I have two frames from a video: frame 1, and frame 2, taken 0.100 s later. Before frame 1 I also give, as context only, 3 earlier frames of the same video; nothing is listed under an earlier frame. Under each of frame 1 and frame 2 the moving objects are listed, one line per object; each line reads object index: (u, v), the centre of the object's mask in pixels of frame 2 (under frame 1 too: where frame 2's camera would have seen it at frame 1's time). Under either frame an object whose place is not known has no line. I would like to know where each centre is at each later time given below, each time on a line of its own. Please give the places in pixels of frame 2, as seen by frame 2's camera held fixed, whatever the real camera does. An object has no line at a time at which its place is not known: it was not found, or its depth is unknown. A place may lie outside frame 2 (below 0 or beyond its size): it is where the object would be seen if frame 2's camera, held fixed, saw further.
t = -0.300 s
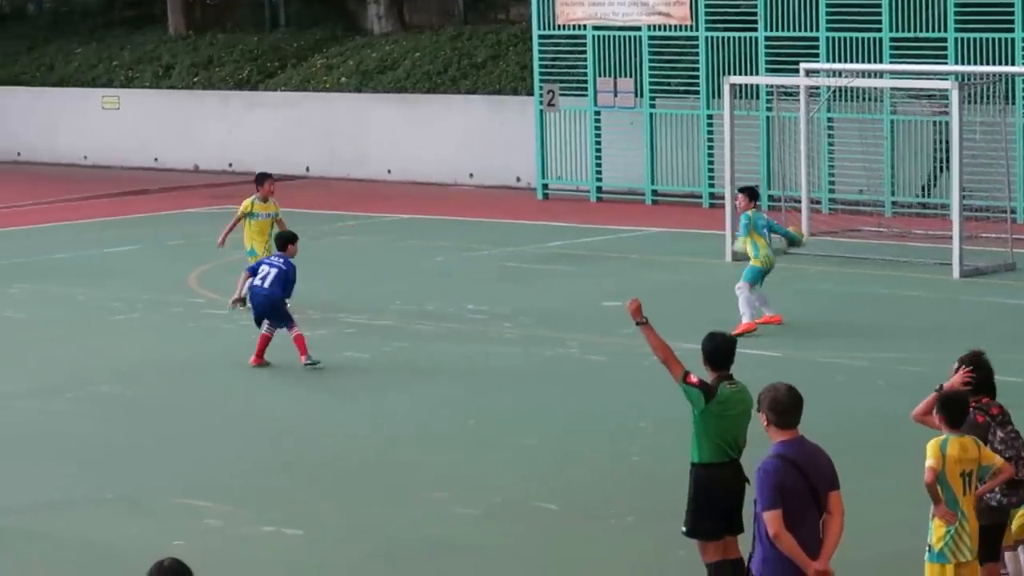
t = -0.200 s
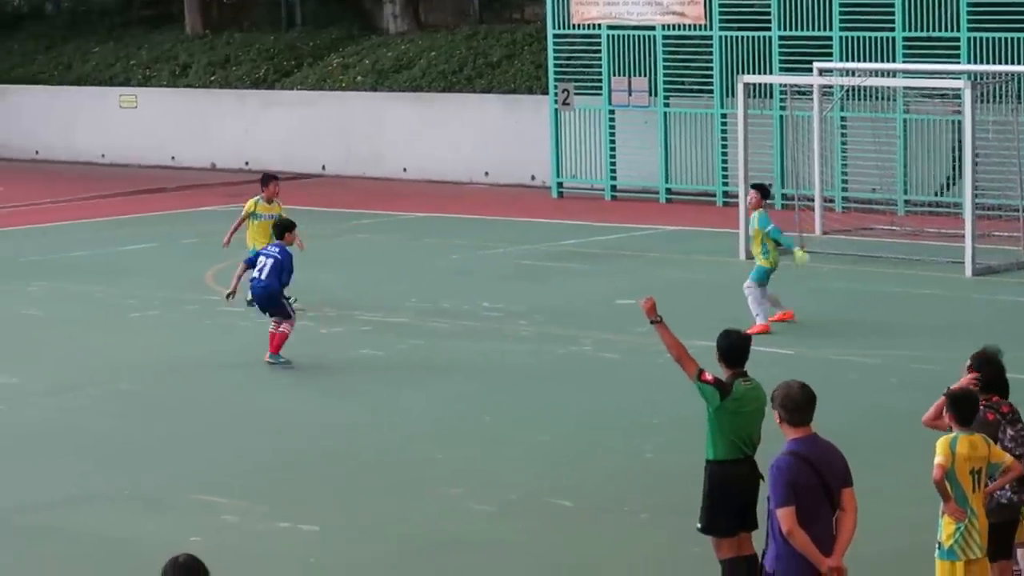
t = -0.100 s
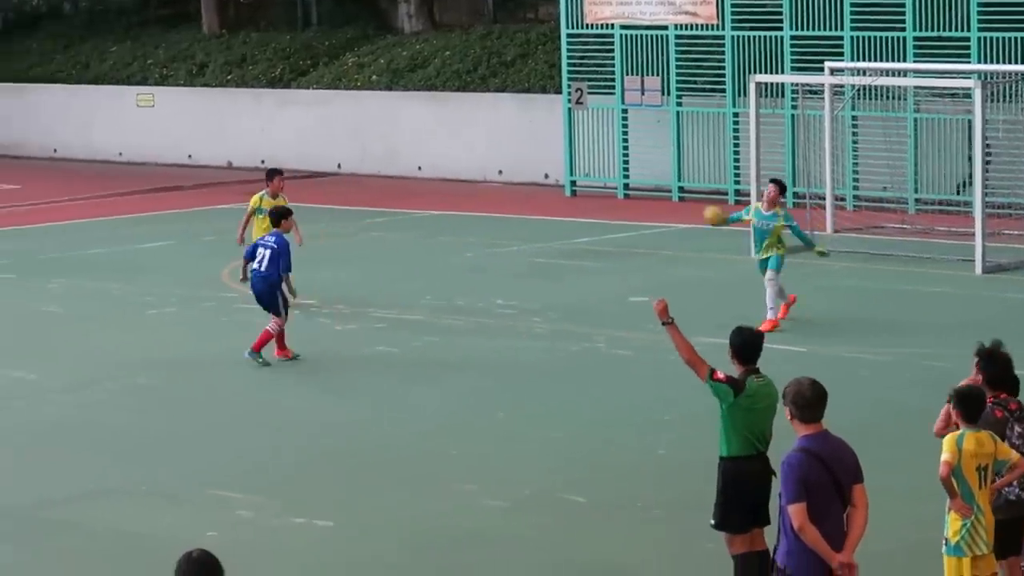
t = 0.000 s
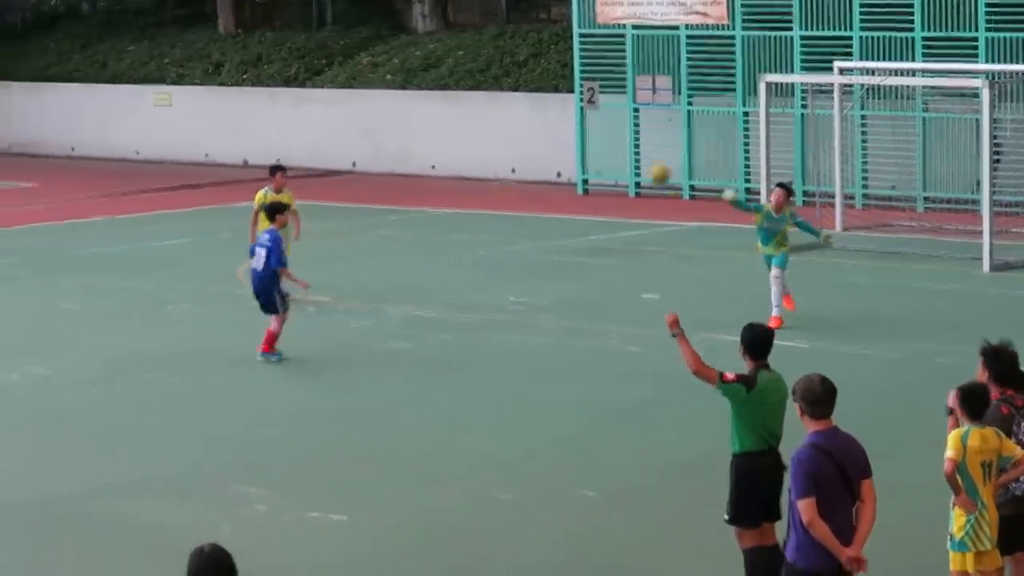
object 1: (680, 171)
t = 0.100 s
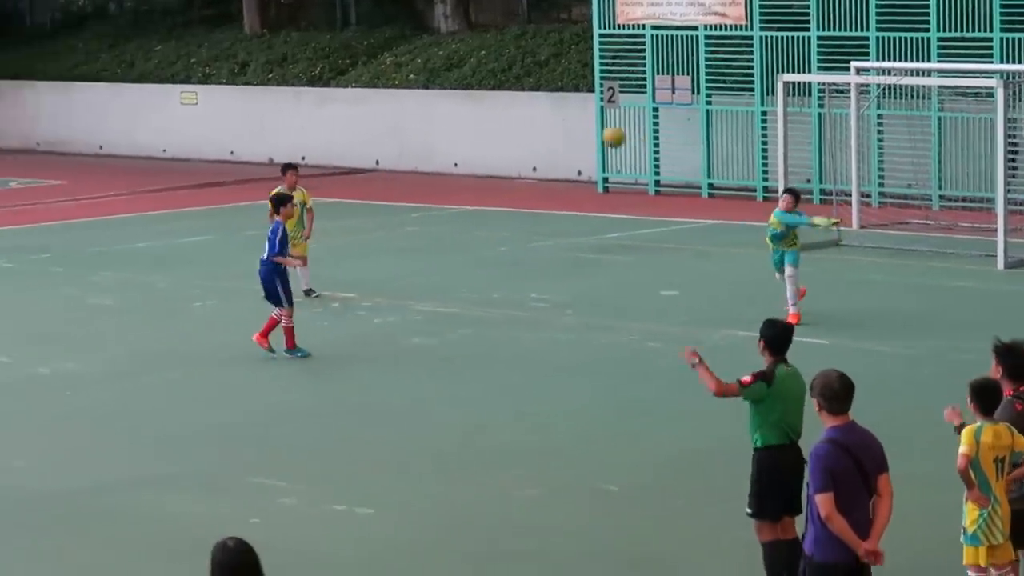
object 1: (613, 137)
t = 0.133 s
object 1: (591, 128)
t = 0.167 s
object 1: (567, 120)
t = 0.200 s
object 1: (543, 112)
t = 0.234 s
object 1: (519, 108)
